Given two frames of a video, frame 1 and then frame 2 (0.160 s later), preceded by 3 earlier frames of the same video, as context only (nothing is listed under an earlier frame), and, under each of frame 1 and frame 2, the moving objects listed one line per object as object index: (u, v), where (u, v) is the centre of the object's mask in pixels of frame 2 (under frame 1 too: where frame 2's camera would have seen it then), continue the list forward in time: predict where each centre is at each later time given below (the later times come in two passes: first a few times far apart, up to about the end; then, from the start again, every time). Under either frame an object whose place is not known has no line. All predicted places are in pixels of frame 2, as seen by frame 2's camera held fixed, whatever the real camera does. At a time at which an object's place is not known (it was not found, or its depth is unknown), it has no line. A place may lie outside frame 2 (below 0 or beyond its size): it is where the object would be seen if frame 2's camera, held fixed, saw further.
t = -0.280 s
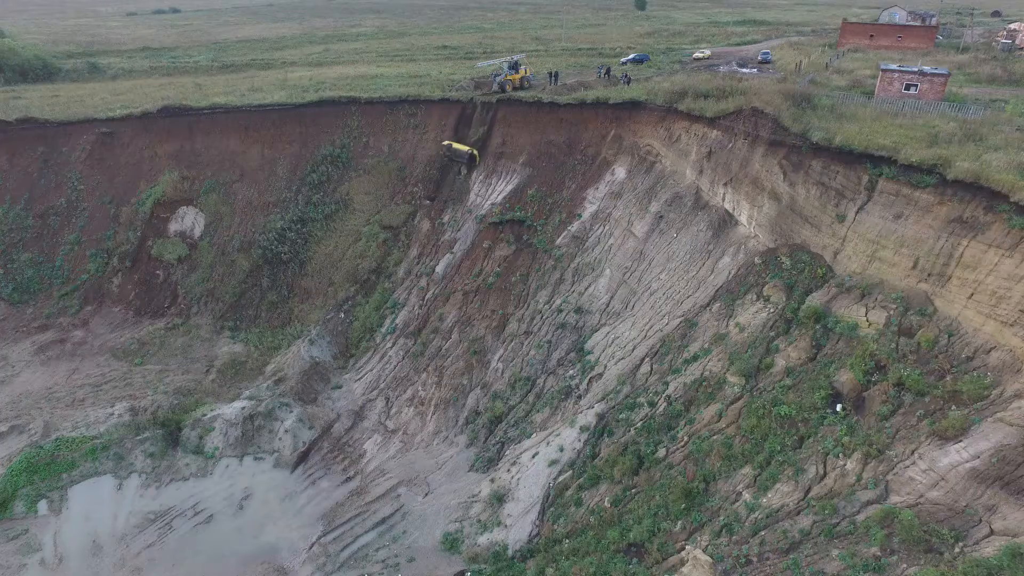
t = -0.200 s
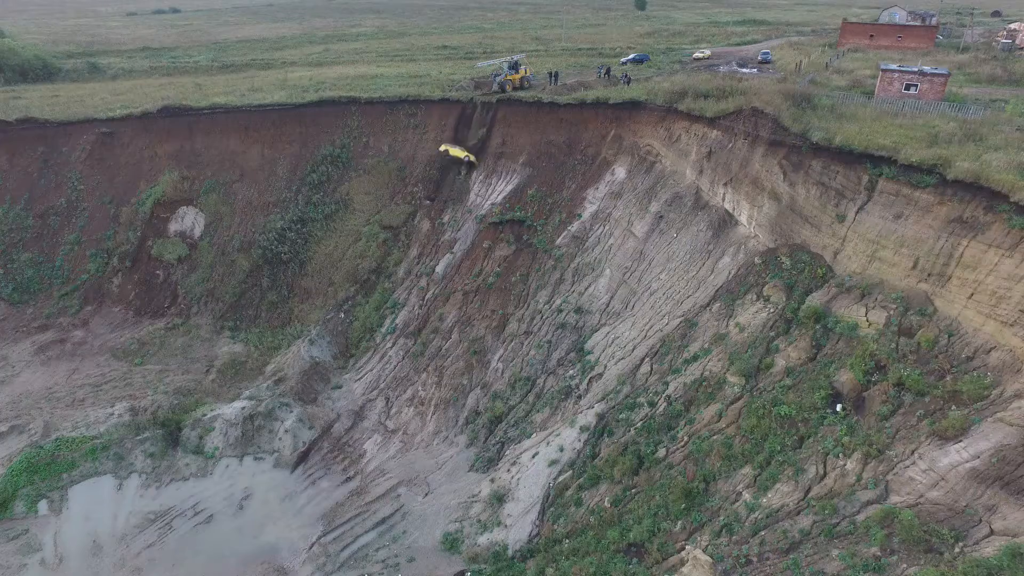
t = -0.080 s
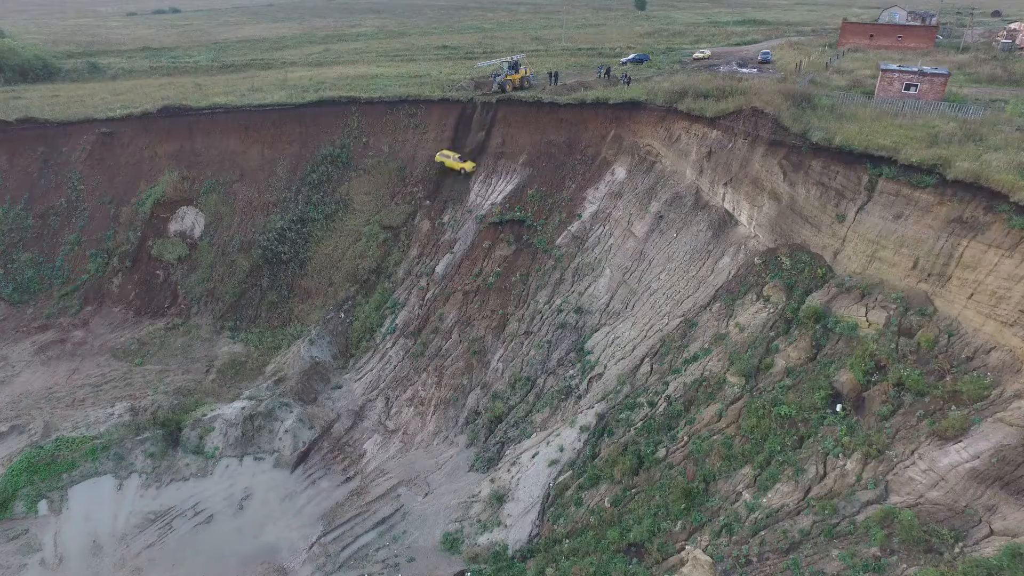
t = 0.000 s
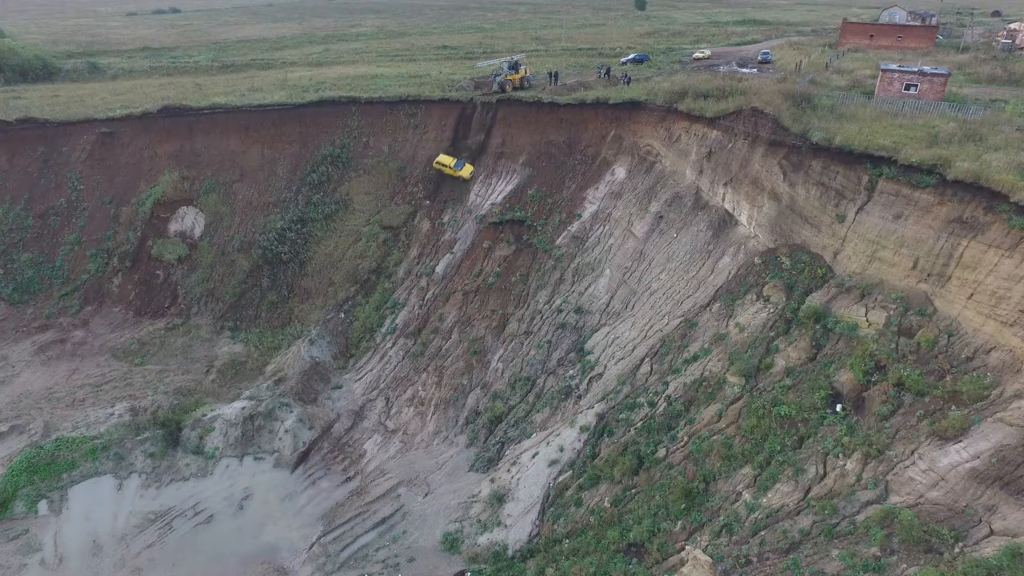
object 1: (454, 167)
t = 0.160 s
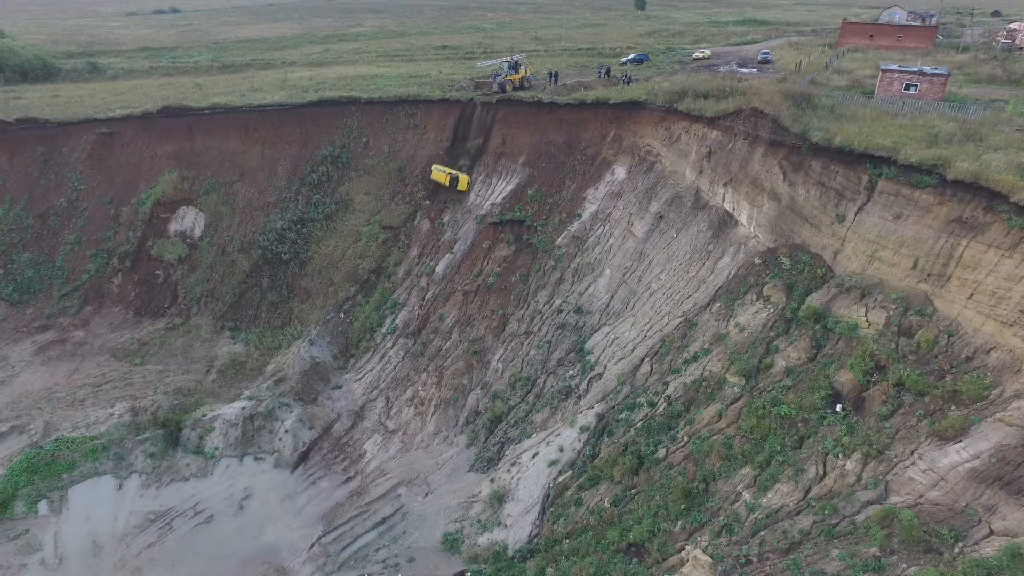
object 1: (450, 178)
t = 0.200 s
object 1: (449, 180)
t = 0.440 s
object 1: (441, 196)
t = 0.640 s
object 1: (434, 206)
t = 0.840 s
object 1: (427, 220)
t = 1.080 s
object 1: (418, 239)
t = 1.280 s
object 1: (410, 255)
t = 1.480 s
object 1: (401, 268)
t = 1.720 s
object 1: (390, 289)
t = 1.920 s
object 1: (379, 310)
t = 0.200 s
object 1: (449, 180)
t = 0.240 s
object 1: (447, 183)
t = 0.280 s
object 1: (445, 186)
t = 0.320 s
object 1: (443, 188)
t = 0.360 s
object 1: (442, 192)
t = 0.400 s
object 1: (442, 194)
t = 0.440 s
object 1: (441, 196)
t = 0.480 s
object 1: (439, 198)
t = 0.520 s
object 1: (439, 200)
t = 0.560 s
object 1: (437, 202)
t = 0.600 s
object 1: (435, 204)
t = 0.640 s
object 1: (434, 206)
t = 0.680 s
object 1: (431, 205)
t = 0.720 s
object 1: (432, 209)
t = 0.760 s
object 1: (432, 213)
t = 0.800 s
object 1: (428, 217)
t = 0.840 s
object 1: (427, 220)
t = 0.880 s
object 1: (426, 224)
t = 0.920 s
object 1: (425, 227)
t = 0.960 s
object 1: (424, 230)
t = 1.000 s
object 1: (422, 233)
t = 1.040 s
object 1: (420, 236)
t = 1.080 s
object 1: (418, 239)
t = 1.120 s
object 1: (416, 242)
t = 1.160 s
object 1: (414, 245)
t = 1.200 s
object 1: (412, 249)
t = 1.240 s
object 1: (411, 253)
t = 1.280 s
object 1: (410, 255)
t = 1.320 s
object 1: (409, 256)
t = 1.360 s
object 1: (407, 259)
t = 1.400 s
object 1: (406, 262)
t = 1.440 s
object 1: (402, 265)
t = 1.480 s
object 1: (401, 268)
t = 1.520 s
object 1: (398, 268)
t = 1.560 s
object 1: (396, 273)
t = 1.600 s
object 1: (395, 277)
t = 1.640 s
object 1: (393, 281)
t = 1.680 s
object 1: (391, 285)
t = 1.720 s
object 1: (390, 289)
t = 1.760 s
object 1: (388, 294)
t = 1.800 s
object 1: (386, 298)
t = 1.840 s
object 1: (384, 302)
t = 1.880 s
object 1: (381, 306)
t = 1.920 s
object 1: (379, 310)
